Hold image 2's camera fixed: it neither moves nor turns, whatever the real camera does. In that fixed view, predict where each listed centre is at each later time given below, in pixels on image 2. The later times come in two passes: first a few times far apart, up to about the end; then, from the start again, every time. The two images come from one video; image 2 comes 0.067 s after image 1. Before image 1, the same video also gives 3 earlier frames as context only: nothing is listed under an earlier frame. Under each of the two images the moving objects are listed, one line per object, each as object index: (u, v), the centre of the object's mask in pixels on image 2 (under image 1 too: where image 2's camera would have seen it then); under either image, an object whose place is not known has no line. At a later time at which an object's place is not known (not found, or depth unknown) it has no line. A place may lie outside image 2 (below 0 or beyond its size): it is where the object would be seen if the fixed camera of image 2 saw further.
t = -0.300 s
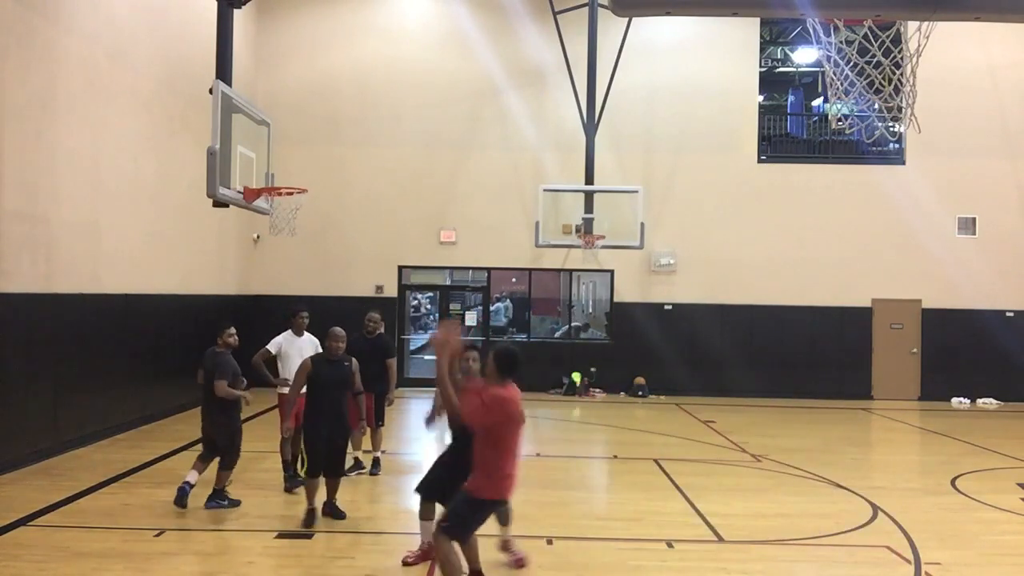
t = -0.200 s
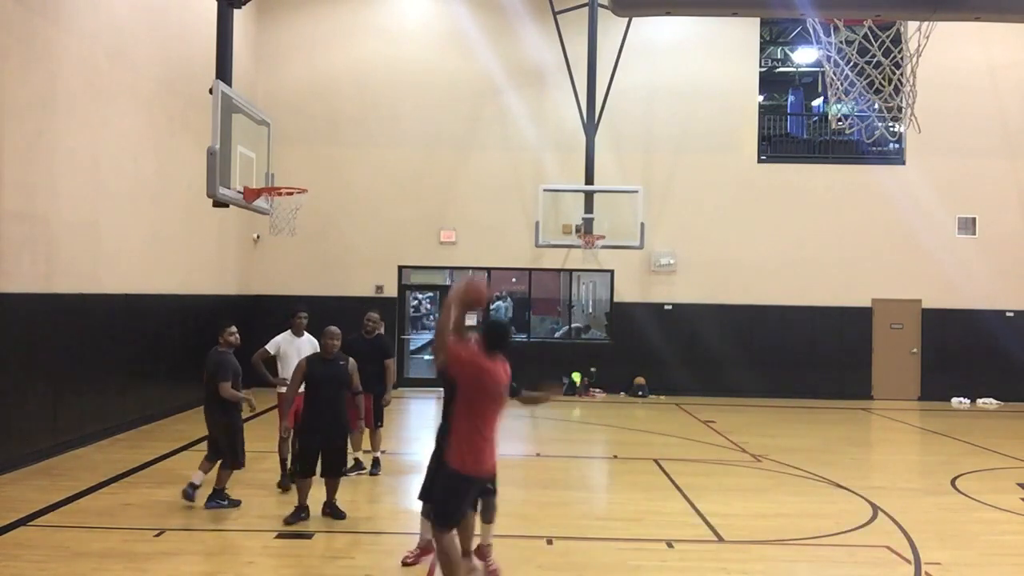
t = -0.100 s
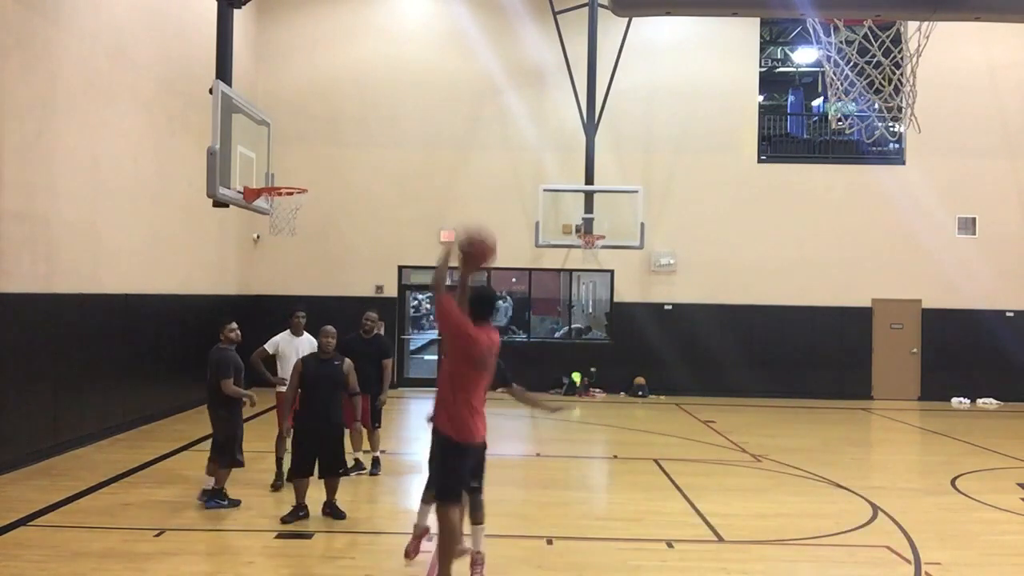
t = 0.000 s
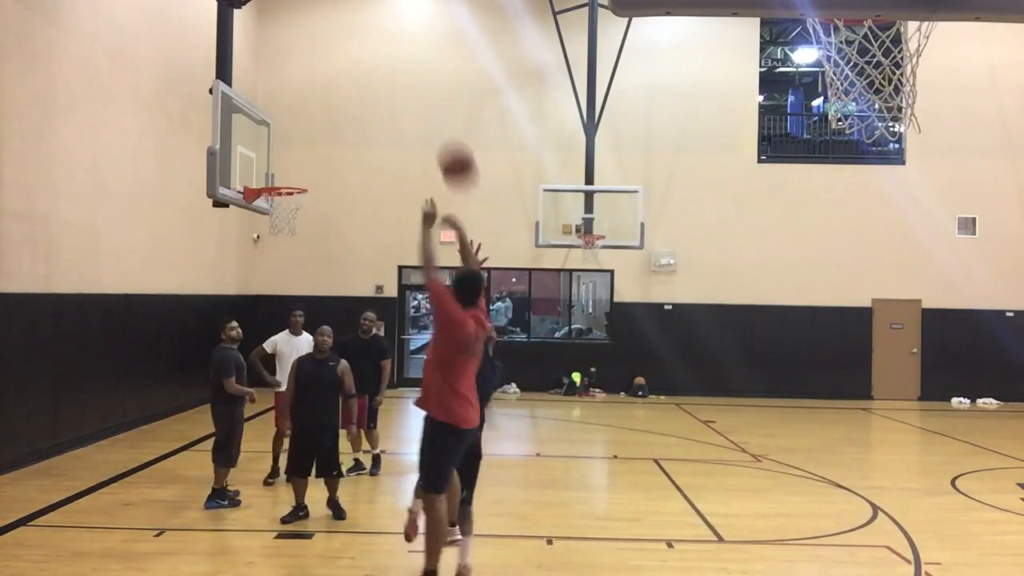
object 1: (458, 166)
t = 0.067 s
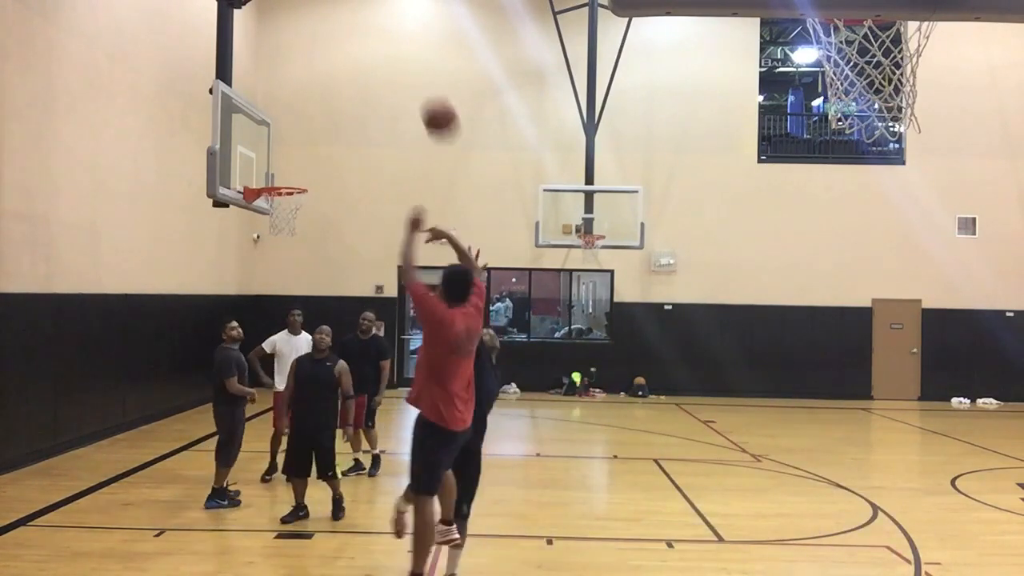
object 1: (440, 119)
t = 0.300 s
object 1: (389, 26)
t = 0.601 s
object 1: (339, 25)
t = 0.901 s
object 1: (301, 111)
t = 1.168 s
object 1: (278, 224)
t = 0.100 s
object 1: (431, 99)
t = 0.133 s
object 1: (424, 82)
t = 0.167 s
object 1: (416, 67)
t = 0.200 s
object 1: (409, 54)
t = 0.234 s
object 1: (402, 43)
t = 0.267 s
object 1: (396, 34)
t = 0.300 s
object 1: (389, 26)
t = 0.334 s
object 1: (383, 21)
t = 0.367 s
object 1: (377, 17)
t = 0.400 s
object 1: (371, 14)
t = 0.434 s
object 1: (365, 13)
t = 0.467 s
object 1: (360, 13)
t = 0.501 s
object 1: (355, 14)
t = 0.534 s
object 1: (349, 17)
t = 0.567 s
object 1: (345, 21)
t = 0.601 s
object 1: (339, 25)
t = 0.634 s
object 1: (335, 31)
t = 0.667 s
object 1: (330, 38)
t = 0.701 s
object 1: (326, 46)
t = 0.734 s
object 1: (321, 54)
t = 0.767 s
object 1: (317, 64)
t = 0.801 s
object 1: (313, 75)
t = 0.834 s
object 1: (309, 86)
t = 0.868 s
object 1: (305, 98)
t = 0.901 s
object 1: (301, 111)
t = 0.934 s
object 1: (297, 125)
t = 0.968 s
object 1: (293, 139)
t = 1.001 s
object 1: (289, 155)
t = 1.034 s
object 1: (286, 169)
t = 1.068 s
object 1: (283, 180)
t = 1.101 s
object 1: (281, 200)
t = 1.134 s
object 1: (280, 210)
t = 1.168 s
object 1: (278, 224)
